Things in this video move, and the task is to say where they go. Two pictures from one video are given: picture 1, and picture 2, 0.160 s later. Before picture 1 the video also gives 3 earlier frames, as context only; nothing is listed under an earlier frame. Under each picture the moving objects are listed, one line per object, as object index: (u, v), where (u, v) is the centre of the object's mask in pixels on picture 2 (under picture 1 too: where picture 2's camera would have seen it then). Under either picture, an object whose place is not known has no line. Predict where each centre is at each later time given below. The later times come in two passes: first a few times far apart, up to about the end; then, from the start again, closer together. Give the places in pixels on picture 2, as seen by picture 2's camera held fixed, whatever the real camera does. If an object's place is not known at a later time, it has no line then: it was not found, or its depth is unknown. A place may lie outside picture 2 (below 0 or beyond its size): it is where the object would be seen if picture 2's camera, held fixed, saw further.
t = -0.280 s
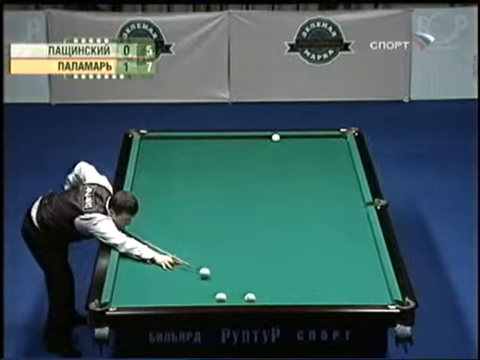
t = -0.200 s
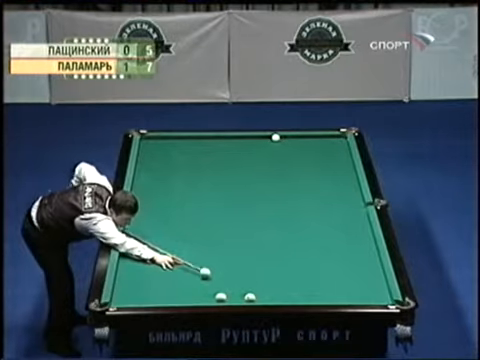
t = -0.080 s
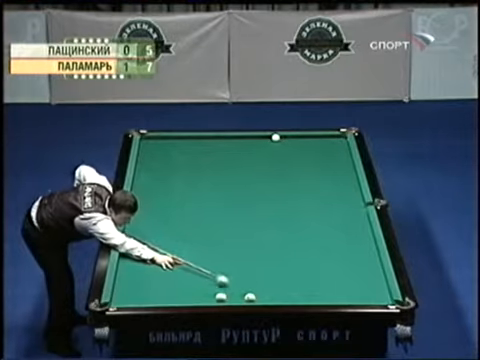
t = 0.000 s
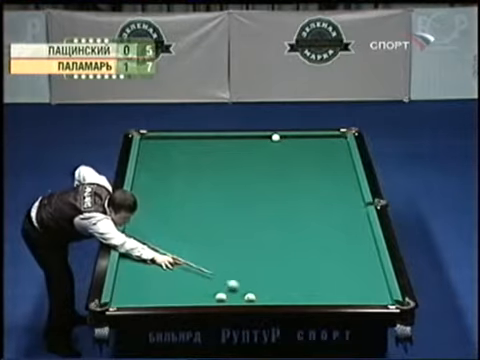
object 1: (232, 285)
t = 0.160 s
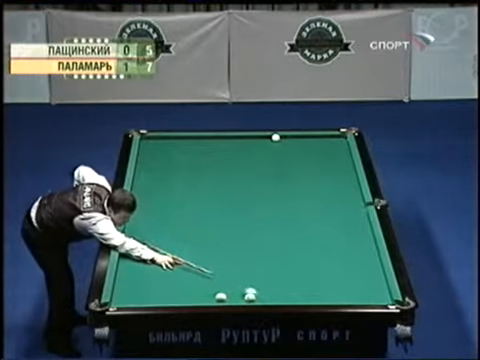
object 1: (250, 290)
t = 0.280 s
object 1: (266, 296)
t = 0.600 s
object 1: (306, 297)
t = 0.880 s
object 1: (340, 293)
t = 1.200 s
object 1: (376, 287)
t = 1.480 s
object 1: (368, 282)
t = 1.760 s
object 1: (350, 276)
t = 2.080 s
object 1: (332, 269)
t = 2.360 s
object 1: (317, 265)
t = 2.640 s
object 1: (302, 260)
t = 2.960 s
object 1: (287, 255)
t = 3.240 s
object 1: (275, 251)
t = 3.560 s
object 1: (262, 247)
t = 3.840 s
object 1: (252, 244)
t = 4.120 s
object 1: (242, 241)
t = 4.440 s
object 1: (232, 237)
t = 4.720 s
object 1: (224, 235)
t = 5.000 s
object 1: (217, 232)
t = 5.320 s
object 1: (210, 230)
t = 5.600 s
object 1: (204, 227)
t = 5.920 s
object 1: (198, 226)
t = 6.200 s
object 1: (193, 224)
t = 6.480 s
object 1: (190, 222)
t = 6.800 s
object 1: (186, 221)
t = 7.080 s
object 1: (183, 220)
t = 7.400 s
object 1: (181, 220)
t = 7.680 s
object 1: (179, 219)
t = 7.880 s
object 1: (179, 219)
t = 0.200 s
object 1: (256, 293)
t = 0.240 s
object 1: (261, 295)
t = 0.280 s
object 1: (266, 296)
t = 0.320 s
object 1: (271, 297)
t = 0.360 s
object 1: (277, 298)
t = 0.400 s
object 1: (282, 299)
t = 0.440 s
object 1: (287, 299)
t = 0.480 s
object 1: (291, 298)
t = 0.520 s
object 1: (296, 297)
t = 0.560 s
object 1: (302, 297)
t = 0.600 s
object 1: (306, 297)
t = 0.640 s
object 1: (311, 296)
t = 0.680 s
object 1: (316, 295)
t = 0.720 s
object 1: (321, 295)
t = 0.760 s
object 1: (326, 295)
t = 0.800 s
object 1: (330, 294)
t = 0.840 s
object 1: (335, 294)
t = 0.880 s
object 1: (340, 293)
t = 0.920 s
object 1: (344, 292)
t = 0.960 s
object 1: (349, 291)
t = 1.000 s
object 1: (353, 291)
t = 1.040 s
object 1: (358, 290)
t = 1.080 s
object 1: (363, 289)
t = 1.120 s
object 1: (367, 289)
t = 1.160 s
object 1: (371, 288)
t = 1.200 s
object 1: (376, 287)
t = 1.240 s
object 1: (381, 287)
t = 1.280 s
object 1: (383, 286)
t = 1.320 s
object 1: (380, 285)
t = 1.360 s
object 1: (376, 284)
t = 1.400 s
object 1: (373, 284)
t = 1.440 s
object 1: (370, 283)
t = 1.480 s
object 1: (368, 282)
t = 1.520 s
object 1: (365, 281)
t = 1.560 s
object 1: (363, 280)
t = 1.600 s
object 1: (360, 279)
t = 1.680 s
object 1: (355, 277)
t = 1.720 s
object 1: (352, 276)
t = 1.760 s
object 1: (350, 276)
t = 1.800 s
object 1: (347, 275)
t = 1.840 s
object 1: (345, 274)
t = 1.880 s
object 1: (343, 273)
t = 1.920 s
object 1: (341, 273)
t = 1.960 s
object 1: (338, 272)
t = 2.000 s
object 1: (336, 271)
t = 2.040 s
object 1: (334, 271)
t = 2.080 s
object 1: (332, 269)
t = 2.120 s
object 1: (329, 269)
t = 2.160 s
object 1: (327, 268)
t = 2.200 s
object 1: (325, 268)
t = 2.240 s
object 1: (323, 267)
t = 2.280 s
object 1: (320, 266)
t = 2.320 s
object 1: (319, 266)
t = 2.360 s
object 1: (317, 265)
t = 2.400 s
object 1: (315, 264)
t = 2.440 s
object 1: (313, 263)
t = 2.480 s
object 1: (310, 262)
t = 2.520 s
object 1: (308, 262)
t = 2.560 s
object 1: (306, 261)
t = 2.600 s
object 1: (304, 261)
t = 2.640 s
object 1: (302, 260)
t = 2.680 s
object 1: (300, 259)
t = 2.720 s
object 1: (298, 259)
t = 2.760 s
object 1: (297, 258)
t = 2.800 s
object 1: (295, 257)
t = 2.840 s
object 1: (293, 257)
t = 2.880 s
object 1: (291, 256)
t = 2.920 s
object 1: (289, 256)
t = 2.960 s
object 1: (287, 255)
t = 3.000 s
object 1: (286, 255)
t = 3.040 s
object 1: (284, 254)
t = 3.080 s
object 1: (282, 253)
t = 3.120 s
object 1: (280, 253)
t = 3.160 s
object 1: (279, 252)
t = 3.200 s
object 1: (277, 252)
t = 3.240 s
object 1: (275, 251)
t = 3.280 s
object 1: (274, 251)
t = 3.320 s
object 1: (272, 250)
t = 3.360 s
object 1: (270, 250)
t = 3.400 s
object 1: (269, 249)
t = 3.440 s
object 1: (267, 249)
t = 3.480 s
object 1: (265, 248)
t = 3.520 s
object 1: (264, 247)
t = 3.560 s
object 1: (262, 247)
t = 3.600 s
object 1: (261, 246)
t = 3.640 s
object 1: (259, 246)
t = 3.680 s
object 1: (258, 245)
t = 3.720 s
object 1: (256, 245)
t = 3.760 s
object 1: (255, 245)
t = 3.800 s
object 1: (253, 244)
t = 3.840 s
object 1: (252, 244)
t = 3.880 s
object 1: (251, 243)
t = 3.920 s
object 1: (249, 243)
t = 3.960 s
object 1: (248, 242)
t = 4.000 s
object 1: (246, 242)
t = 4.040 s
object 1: (245, 241)
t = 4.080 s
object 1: (244, 241)
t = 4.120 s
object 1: (242, 241)
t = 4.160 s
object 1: (241, 240)
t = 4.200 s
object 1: (240, 240)
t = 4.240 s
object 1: (238, 239)
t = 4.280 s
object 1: (237, 239)
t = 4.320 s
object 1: (236, 238)
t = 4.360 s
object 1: (235, 238)
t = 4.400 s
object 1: (233, 237)
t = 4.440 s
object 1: (232, 237)
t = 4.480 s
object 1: (231, 237)
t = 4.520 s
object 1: (230, 237)
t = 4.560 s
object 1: (229, 236)
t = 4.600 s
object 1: (228, 236)
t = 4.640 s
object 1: (226, 236)
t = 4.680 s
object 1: (225, 235)
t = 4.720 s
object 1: (224, 235)
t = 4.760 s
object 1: (223, 234)
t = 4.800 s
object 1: (222, 234)
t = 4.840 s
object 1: (221, 233)
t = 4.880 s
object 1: (220, 233)
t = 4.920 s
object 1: (219, 233)
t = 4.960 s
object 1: (218, 232)
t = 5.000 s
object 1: (217, 232)
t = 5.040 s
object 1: (216, 232)
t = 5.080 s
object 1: (215, 231)
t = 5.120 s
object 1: (214, 231)
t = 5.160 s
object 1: (213, 231)
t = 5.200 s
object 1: (212, 230)
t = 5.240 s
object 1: (211, 230)
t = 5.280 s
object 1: (210, 230)
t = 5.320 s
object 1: (210, 230)
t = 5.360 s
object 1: (209, 229)
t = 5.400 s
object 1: (208, 229)
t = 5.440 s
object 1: (207, 229)
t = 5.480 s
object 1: (206, 229)
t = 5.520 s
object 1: (205, 228)
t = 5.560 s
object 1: (205, 228)
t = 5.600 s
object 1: (204, 227)
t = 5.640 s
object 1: (203, 227)
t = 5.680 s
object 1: (202, 227)
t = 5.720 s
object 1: (201, 227)
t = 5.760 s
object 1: (201, 226)
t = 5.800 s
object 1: (200, 226)
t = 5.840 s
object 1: (199, 226)
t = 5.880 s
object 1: (199, 226)
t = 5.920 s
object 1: (198, 226)
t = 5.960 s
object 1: (197, 225)
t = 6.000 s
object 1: (196, 225)
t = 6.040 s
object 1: (196, 225)
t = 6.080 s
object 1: (195, 224)
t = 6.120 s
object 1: (195, 224)
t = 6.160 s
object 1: (194, 224)
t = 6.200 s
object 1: (193, 224)
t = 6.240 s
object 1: (193, 224)
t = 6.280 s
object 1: (192, 223)
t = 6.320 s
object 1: (192, 223)
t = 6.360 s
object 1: (191, 223)
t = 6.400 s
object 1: (191, 223)
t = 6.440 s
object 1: (190, 223)
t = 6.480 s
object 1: (190, 222)
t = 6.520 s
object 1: (189, 222)
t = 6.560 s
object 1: (188, 222)
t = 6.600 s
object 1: (188, 222)
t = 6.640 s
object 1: (188, 222)
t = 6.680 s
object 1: (187, 221)
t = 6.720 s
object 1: (187, 222)
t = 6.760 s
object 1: (186, 221)
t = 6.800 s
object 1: (186, 221)
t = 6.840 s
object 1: (185, 221)
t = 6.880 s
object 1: (185, 221)
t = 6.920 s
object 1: (185, 221)
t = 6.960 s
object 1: (184, 221)
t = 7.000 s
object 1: (184, 221)
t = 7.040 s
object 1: (184, 221)
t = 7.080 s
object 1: (183, 220)
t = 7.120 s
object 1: (183, 221)
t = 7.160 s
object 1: (183, 220)
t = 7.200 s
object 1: (182, 220)
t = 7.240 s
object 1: (182, 220)
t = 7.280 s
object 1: (182, 220)
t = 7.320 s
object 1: (181, 220)
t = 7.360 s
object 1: (181, 220)
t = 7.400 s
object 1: (181, 220)
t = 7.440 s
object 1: (181, 220)
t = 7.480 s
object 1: (180, 220)
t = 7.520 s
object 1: (180, 220)
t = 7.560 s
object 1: (180, 220)
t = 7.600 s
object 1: (180, 220)
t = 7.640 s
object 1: (180, 220)
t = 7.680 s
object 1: (179, 219)
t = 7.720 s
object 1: (180, 219)
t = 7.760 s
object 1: (179, 219)
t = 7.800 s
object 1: (179, 219)
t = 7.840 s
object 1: (179, 219)
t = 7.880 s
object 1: (179, 219)
